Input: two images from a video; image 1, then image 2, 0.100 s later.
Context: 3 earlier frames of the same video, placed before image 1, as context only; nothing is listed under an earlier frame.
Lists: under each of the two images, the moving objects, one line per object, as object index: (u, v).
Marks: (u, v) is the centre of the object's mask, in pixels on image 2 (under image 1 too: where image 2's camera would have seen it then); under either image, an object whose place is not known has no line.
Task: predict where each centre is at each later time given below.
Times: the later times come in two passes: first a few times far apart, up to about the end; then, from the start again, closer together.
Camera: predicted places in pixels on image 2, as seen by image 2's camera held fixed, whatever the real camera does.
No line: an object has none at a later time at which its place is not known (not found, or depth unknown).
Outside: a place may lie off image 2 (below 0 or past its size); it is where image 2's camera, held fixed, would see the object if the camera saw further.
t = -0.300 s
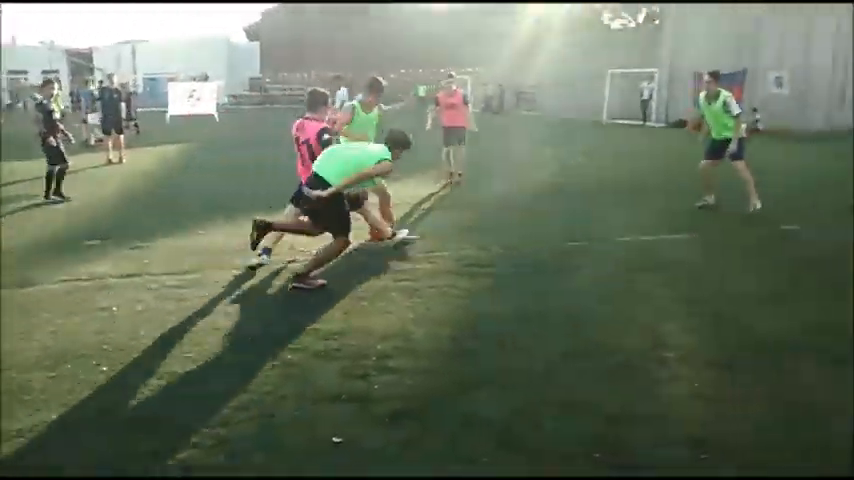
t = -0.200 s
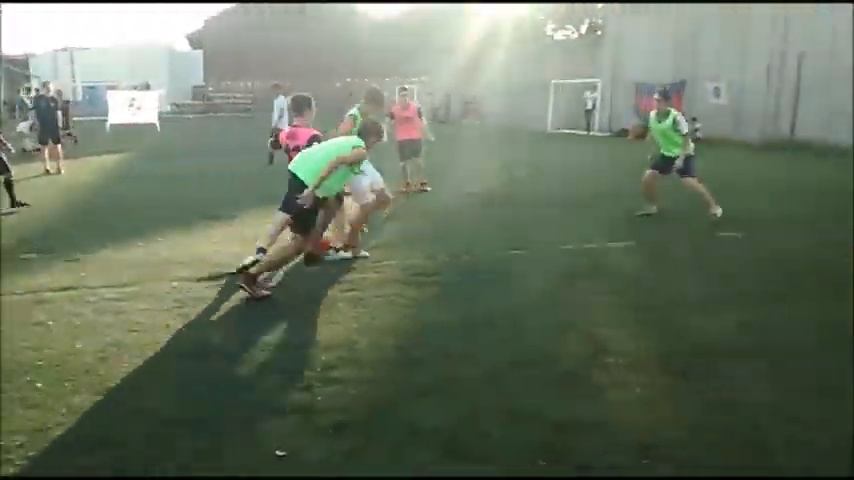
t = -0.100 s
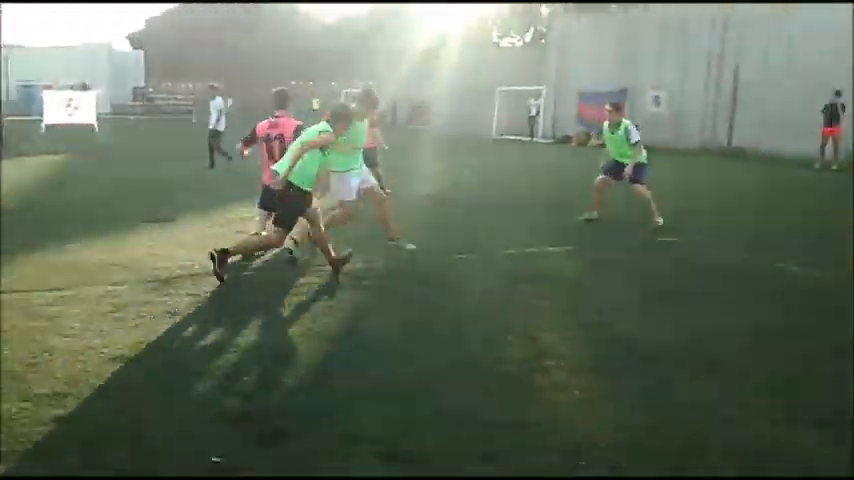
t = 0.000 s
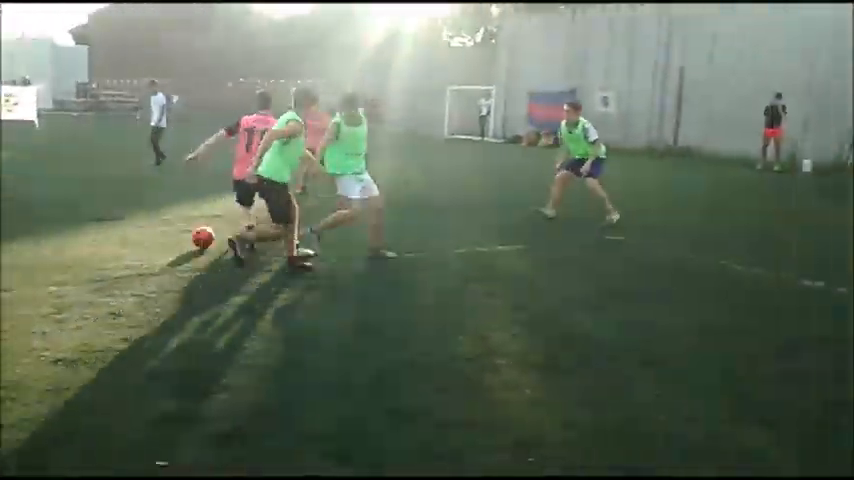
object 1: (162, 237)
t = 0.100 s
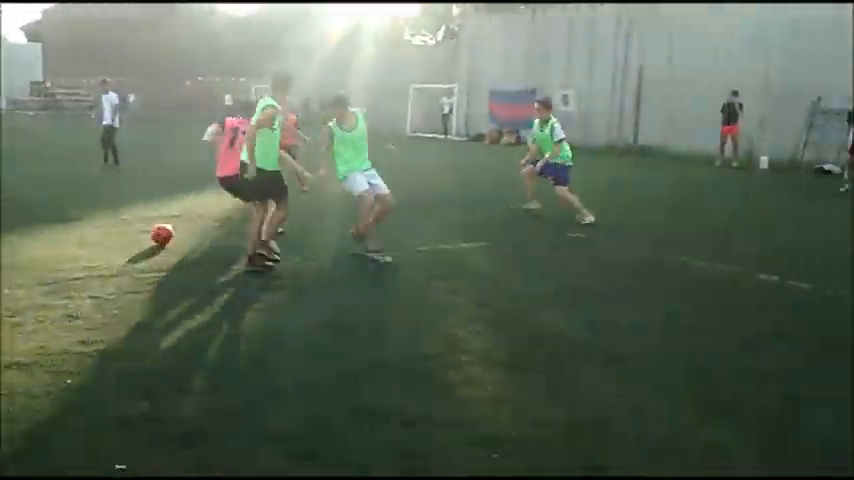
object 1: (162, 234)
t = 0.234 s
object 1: (162, 230)
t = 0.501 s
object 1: (163, 221)
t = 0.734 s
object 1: (165, 214)
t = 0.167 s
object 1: (163, 232)
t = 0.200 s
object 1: (163, 231)
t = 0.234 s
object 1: (162, 230)
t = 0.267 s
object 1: (162, 229)
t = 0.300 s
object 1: (163, 228)
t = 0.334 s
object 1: (163, 226)
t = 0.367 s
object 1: (163, 225)
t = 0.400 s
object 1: (163, 224)
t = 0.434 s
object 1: (163, 223)
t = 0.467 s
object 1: (163, 222)
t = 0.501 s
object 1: (163, 221)
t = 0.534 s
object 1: (164, 220)
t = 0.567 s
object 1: (164, 219)
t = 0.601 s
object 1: (164, 218)
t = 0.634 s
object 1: (165, 217)
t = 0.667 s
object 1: (165, 216)
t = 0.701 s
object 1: (165, 215)
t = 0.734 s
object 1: (165, 214)
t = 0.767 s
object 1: (166, 213)
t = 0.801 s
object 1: (166, 213)
